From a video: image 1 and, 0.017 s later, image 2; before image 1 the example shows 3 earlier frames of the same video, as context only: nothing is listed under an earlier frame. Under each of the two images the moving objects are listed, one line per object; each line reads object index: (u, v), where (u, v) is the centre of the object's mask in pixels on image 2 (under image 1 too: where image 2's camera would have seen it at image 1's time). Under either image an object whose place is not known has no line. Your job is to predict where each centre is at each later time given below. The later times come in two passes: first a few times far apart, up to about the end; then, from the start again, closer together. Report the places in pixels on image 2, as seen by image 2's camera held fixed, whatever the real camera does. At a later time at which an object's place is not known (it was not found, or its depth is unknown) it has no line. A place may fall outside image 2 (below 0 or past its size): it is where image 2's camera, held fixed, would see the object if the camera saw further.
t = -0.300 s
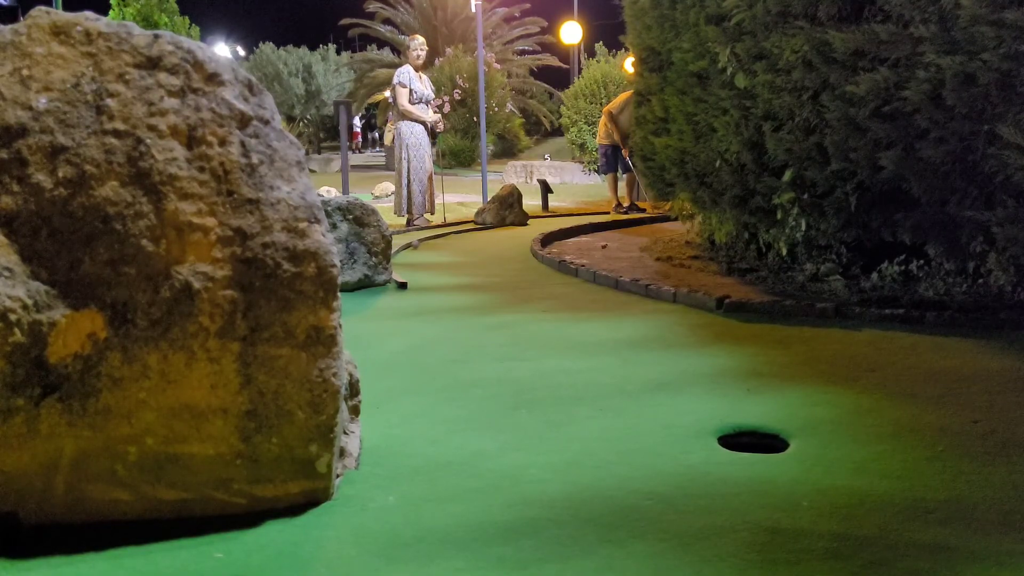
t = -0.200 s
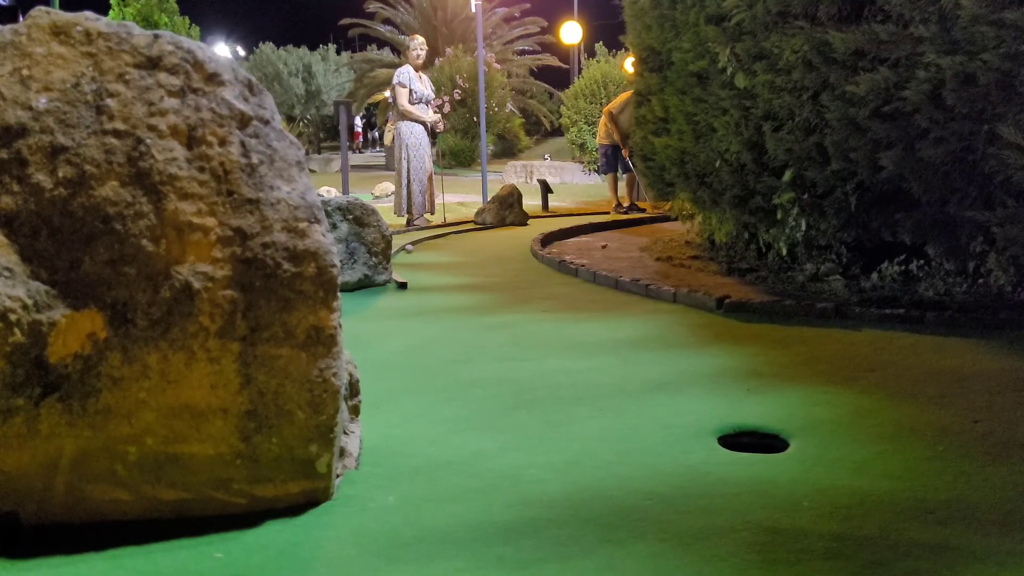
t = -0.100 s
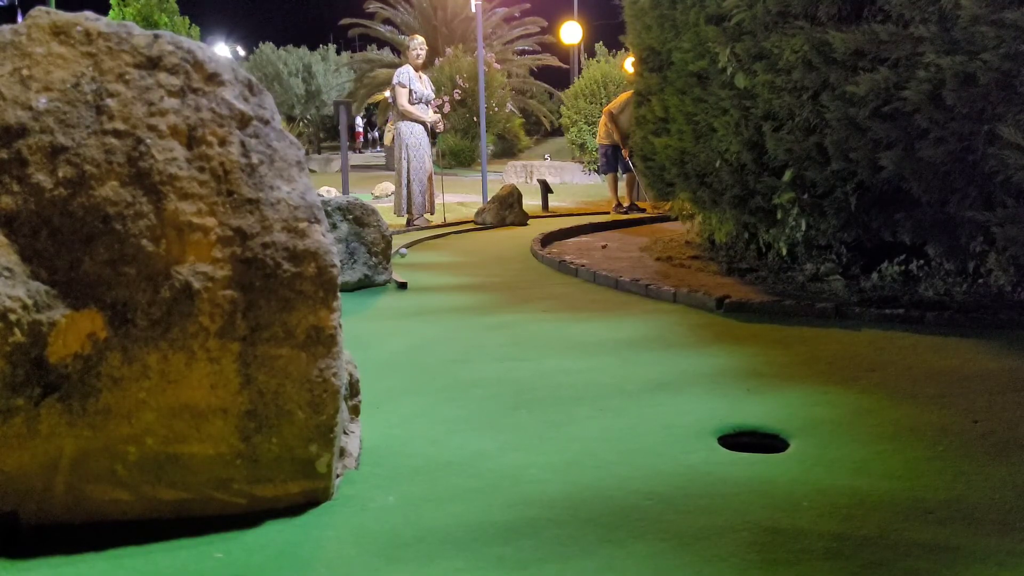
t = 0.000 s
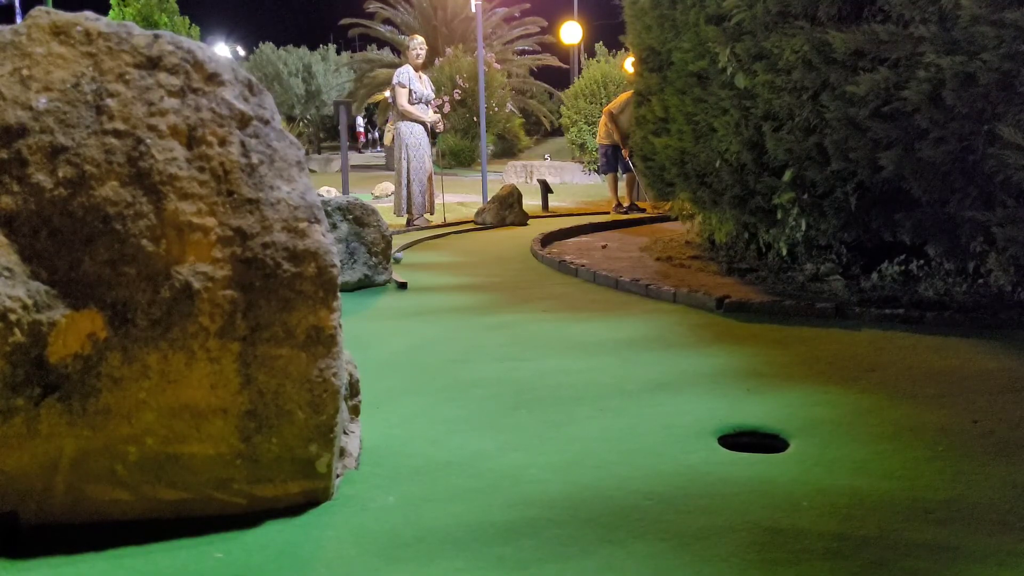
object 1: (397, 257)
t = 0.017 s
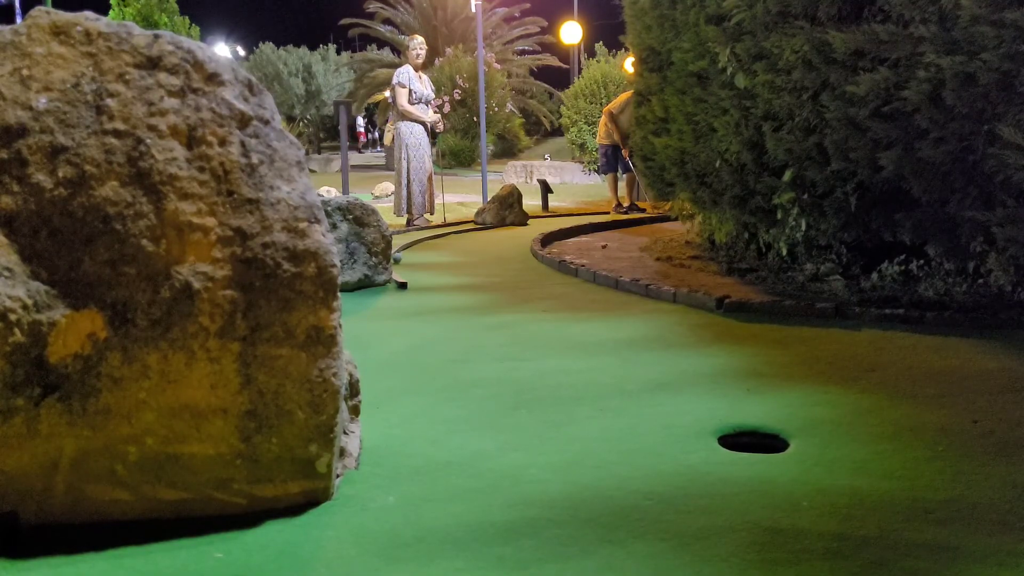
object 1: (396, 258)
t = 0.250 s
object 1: (400, 271)
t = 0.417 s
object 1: (415, 283)
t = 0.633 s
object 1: (448, 302)
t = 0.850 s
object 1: (498, 332)
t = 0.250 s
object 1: (400, 271)
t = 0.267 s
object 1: (401, 272)
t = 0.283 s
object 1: (402, 273)
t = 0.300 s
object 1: (404, 274)
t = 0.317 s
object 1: (405, 274)
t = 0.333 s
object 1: (407, 276)
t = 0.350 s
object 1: (408, 278)
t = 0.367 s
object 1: (410, 278)
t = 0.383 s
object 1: (412, 280)
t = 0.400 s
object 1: (412, 281)
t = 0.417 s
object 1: (415, 283)
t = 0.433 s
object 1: (417, 286)
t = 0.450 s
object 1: (419, 286)
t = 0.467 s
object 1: (421, 287)
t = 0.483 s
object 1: (424, 288)
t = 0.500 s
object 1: (426, 290)
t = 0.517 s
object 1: (428, 291)
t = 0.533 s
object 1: (431, 293)
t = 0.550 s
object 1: (433, 294)
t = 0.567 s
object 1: (436, 296)
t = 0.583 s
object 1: (439, 298)
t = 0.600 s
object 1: (442, 299)
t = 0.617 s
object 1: (444, 300)
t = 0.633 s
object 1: (448, 302)
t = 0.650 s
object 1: (451, 304)
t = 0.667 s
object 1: (454, 305)
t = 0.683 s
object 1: (458, 306)
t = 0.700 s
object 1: (461, 307)
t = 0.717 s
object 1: (465, 310)
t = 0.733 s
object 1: (469, 312)
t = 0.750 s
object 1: (473, 314)
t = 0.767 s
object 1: (477, 317)
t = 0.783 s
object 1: (480, 320)
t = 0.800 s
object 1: (485, 323)
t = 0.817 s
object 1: (489, 326)
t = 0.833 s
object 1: (493, 329)
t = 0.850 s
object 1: (498, 332)
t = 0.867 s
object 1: (502, 334)
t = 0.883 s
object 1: (508, 339)
